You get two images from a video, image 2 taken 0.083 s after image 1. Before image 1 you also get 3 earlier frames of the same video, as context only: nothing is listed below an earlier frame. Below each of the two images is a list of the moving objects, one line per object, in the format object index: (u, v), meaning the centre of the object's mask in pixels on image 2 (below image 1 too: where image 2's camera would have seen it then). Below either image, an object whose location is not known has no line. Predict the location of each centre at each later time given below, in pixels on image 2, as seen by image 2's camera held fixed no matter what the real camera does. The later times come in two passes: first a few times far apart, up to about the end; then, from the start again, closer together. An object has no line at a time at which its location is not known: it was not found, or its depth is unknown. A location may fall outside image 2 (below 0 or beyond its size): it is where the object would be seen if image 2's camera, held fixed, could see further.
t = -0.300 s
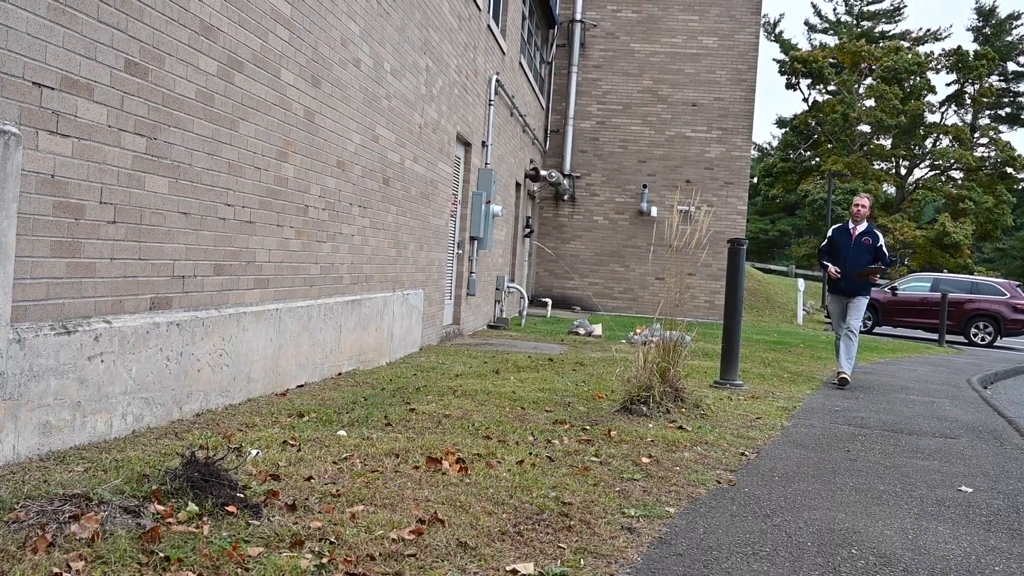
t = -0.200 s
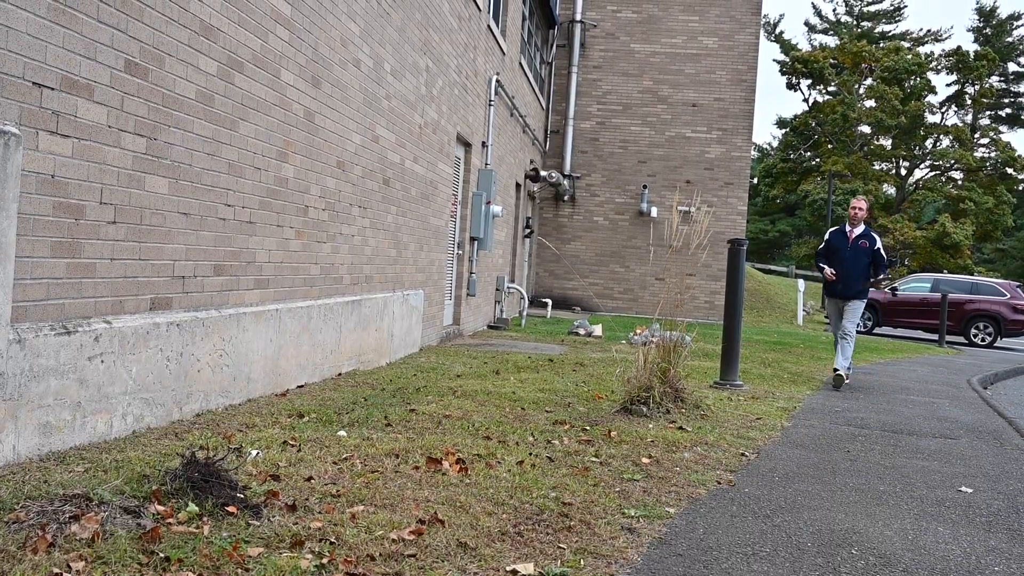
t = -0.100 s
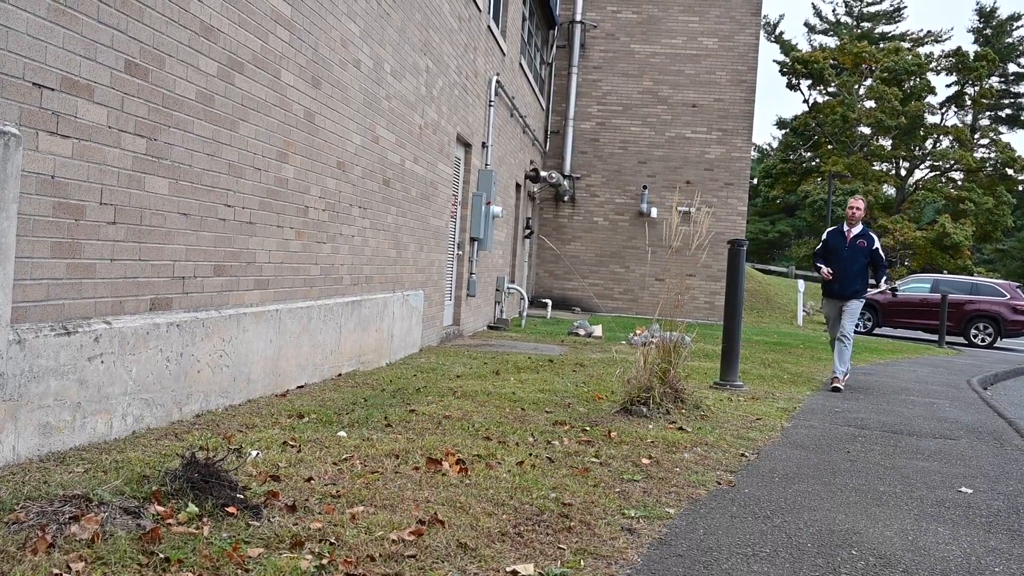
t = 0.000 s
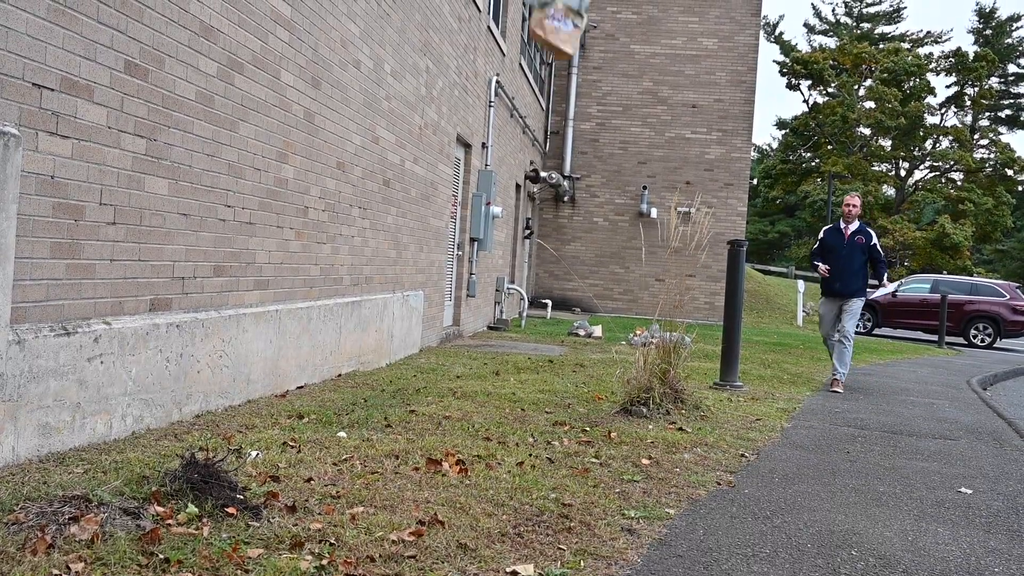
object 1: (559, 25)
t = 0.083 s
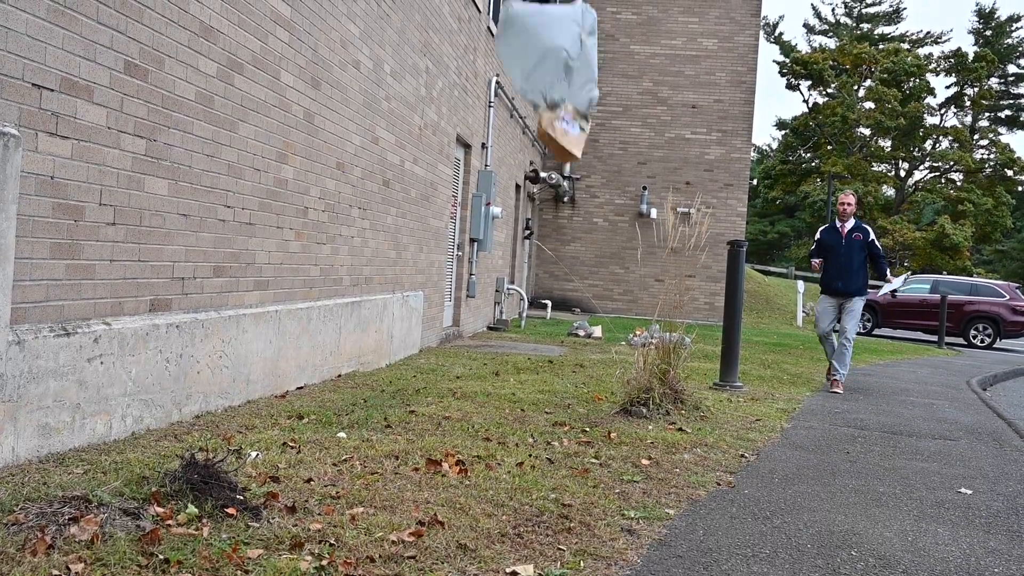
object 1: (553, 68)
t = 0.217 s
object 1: (563, 246)
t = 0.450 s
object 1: (588, 489)
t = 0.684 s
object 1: (641, 508)
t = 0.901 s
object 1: (650, 515)
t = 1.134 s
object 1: (649, 515)
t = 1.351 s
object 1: (649, 515)
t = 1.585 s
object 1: (650, 515)
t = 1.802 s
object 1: (650, 515)
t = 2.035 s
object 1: (650, 515)
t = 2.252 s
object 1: (650, 515)
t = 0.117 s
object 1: (555, 111)
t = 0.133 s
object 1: (557, 132)
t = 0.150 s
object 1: (559, 154)
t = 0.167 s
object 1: (560, 177)
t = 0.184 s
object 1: (561, 199)
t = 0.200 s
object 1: (562, 222)
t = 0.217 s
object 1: (563, 246)
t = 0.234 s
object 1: (566, 269)
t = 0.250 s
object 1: (567, 294)
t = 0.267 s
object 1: (569, 319)
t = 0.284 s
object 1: (570, 344)
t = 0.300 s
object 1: (572, 370)
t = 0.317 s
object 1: (573, 397)
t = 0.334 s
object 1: (573, 423)
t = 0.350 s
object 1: (574, 445)
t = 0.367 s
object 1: (575, 460)
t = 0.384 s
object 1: (574, 472)
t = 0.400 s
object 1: (576, 480)
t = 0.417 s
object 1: (580, 485)
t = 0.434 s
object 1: (583, 488)
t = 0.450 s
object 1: (588, 489)
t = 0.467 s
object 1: (592, 491)
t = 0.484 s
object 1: (597, 491)
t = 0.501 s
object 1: (602, 492)
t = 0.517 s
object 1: (606, 493)
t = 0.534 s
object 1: (610, 494)
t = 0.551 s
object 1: (615, 495)
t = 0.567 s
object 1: (618, 496)
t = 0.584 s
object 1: (623, 497)
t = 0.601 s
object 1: (627, 499)
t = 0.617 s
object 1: (630, 500)
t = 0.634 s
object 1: (633, 502)
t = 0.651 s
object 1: (636, 504)
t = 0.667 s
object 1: (639, 506)
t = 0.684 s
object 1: (641, 508)
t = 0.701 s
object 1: (643, 510)
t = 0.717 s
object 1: (645, 512)
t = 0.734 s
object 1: (648, 514)
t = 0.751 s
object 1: (649, 516)
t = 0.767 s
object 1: (649, 516)
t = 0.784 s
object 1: (650, 515)
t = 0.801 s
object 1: (650, 515)
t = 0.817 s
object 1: (649, 515)
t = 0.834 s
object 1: (650, 515)
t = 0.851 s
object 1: (650, 515)
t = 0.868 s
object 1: (650, 515)
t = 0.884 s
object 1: (650, 515)
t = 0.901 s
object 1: (650, 515)
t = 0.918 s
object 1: (650, 515)
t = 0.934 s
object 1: (650, 515)
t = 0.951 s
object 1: (650, 515)
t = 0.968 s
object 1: (650, 515)
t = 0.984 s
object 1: (650, 515)
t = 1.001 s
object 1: (650, 515)
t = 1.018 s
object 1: (649, 515)
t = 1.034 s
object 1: (650, 515)
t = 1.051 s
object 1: (649, 515)
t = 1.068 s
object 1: (649, 515)
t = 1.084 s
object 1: (649, 515)
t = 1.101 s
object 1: (649, 515)
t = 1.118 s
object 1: (649, 515)
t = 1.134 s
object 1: (649, 515)
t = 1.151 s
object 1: (649, 515)
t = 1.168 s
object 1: (649, 515)
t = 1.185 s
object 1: (649, 515)
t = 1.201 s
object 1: (649, 515)
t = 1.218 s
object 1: (649, 515)
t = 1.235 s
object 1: (649, 515)
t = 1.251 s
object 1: (649, 515)
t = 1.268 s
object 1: (649, 515)
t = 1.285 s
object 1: (649, 515)
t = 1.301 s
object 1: (649, 515)
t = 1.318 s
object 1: (649, 515)
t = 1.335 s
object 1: (649, 515)
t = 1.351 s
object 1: (649, 515)
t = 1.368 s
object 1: (649, 515)
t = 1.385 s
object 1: (649, 515)
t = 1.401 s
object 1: (649, 515)
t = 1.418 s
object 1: (649, 515)
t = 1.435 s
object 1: (649, 515)
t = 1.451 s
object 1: (649, 515)
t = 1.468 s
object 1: (649, 515)
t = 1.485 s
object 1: (650, 515)
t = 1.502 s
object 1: (650, 515)
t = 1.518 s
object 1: (650, 515)
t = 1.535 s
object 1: (650, 515)
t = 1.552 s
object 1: (650, 515)
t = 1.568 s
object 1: (650, 515)
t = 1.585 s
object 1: (650, 515)
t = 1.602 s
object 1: (650, 515)
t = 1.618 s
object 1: (650, 515)
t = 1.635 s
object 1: (650, 515)
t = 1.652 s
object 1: (650, 515)
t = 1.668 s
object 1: (650, 515)
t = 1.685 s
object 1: (650, 515)
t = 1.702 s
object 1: (650, 515)
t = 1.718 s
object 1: (650, 515)
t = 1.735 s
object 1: (650, 515)
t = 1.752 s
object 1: (650, 515)
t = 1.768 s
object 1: (650, 515)
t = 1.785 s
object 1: (650, 515)
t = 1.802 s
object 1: (650, 515)
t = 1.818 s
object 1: (650, 515)
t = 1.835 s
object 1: (650, 515)
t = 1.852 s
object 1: (650, 515)
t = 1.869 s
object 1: (650, 515)
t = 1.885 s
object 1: (650, 515)
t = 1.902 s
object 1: (650, 515)
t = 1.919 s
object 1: (650, 515)
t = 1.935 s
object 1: (650, 515)
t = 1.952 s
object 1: (650, 515)
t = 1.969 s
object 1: (650, 515)
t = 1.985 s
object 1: (650, 515)
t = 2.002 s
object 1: (650, 515)
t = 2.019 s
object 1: (650, 515)
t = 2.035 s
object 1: (650, 515)
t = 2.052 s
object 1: (650, 515)
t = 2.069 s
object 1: (650, 515)
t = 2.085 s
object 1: (650, 515)
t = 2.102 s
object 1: (650, 515)
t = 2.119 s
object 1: (650, 515)
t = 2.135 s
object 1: (650, 515)
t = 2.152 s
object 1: (650, 515)
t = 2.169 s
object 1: (650, 515)
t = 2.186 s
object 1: (650, 515)
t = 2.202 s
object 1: (650, 515)
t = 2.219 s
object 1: (650, 515)
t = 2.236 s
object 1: (650, 515)
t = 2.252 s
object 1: (650, 515)
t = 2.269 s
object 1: (650, 515)
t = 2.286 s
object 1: (650, 515)
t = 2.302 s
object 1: (650, 515)
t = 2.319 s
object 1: (650, 515)
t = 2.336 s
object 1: (650, 515)
